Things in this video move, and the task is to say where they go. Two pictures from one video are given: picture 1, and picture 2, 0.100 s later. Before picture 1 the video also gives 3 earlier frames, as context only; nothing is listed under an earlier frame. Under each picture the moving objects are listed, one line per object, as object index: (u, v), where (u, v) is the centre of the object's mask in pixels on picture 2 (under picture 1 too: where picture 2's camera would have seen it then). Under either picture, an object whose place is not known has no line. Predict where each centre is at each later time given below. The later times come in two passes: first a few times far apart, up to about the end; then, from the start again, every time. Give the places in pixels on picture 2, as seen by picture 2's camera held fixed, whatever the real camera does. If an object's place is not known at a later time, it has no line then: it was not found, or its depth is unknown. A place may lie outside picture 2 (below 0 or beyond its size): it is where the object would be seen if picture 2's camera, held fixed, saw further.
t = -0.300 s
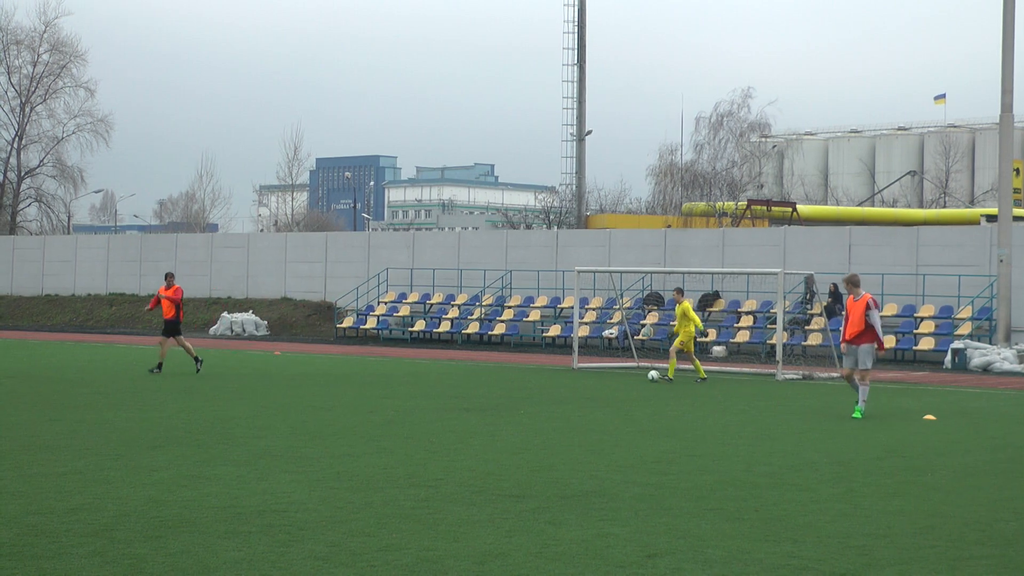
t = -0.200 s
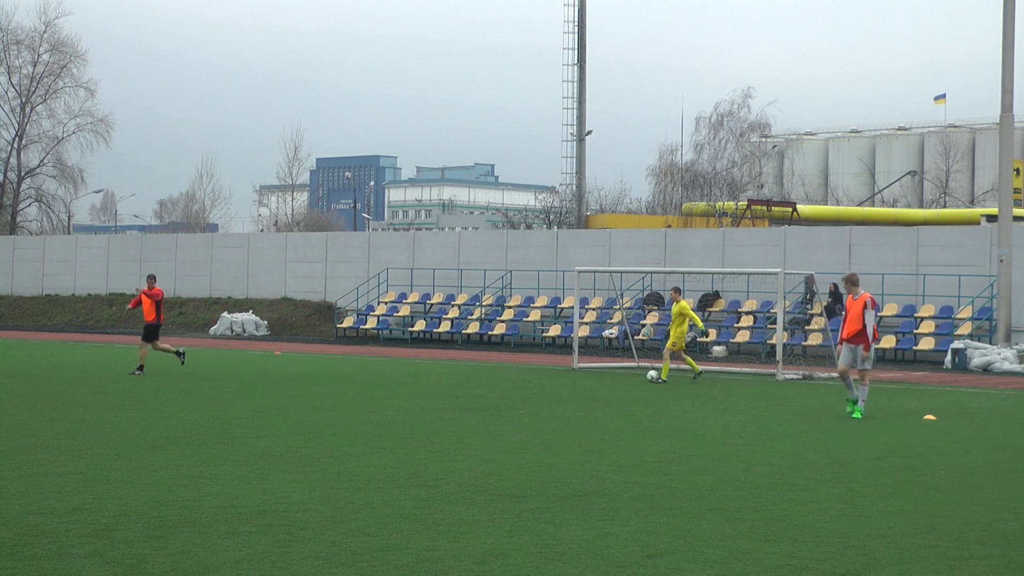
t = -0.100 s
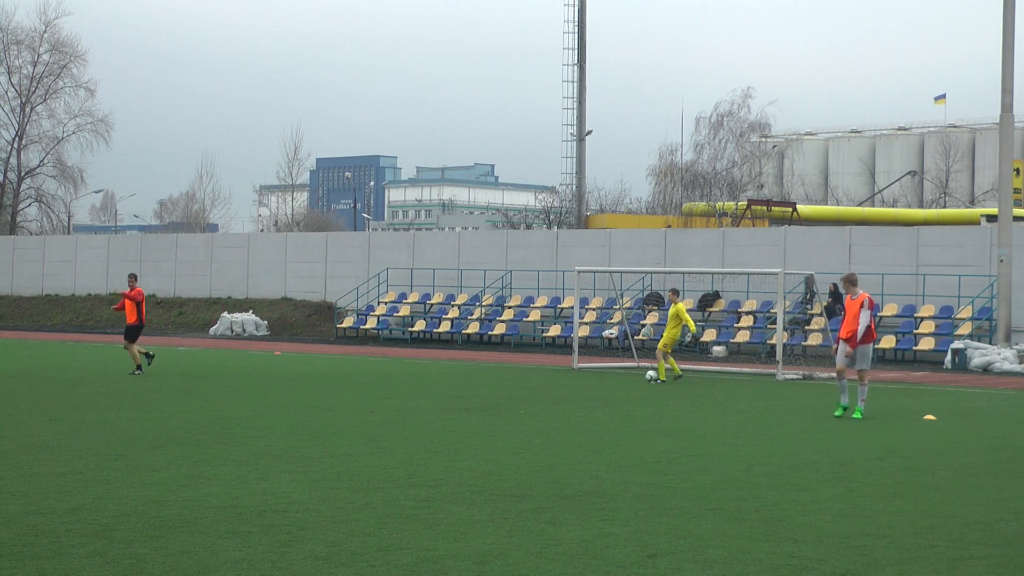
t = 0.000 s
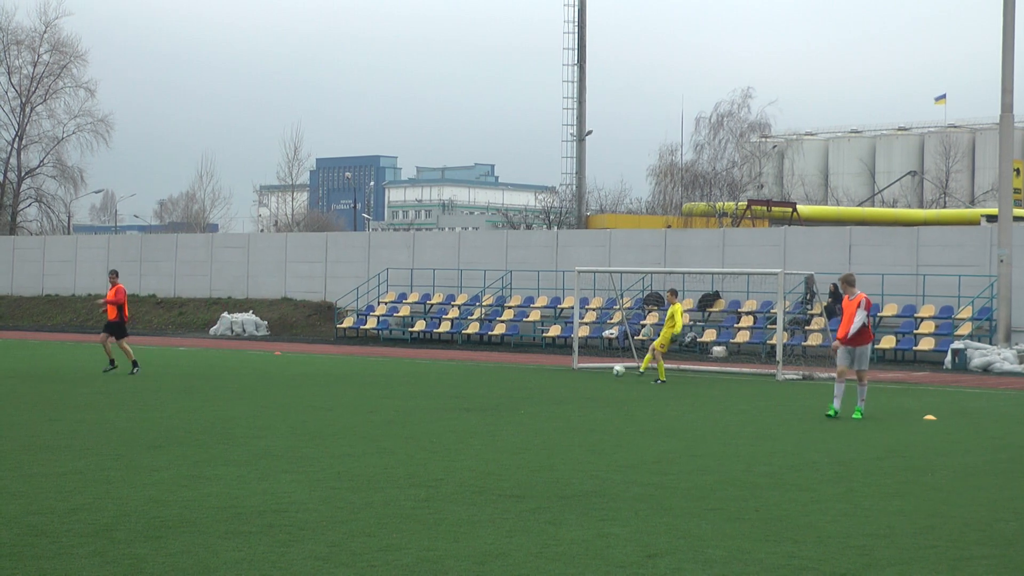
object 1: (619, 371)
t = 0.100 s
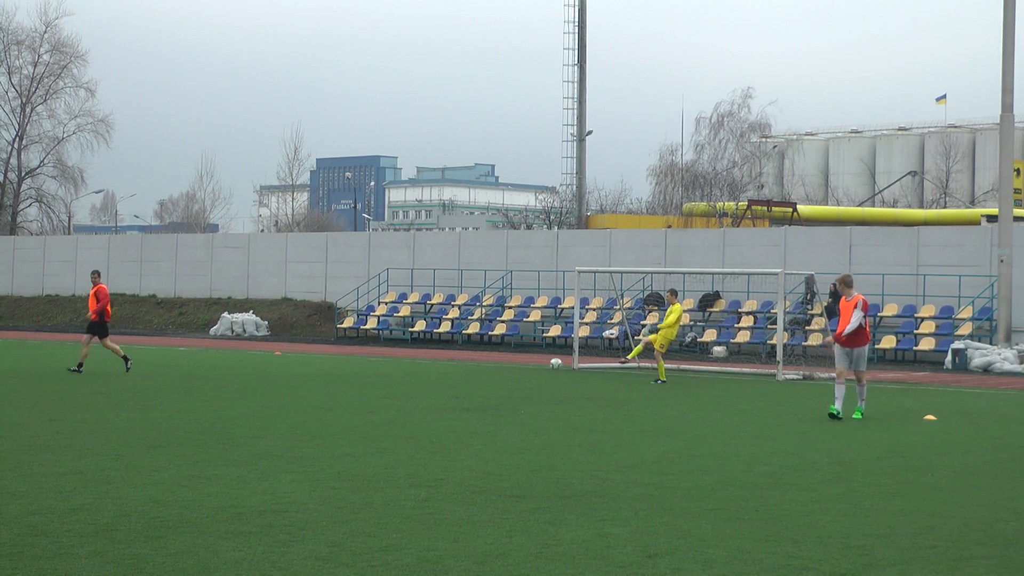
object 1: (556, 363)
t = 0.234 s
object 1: (472, 362)
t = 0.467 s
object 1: (333, 366)
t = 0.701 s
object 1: (208, 364)
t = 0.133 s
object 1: (535, 362)
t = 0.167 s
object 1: (514, 362)
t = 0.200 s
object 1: (493, 362)
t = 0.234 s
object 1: (472, 362)
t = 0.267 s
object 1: (451, 363)
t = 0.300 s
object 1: (430, 365)
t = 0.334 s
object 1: (410, 367)
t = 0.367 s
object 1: (389, 371)
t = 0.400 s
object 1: (369, 372)
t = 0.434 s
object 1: (351, 368)
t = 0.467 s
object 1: (333, 366)
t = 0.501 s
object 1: (316, 363)
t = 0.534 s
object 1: (298, 362)
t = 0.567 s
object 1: (280, 361)
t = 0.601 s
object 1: (262, 361)
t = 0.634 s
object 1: (244, 361)
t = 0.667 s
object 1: (227, 362)
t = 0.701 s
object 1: (208, 364)
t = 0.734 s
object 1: (191, 366)
